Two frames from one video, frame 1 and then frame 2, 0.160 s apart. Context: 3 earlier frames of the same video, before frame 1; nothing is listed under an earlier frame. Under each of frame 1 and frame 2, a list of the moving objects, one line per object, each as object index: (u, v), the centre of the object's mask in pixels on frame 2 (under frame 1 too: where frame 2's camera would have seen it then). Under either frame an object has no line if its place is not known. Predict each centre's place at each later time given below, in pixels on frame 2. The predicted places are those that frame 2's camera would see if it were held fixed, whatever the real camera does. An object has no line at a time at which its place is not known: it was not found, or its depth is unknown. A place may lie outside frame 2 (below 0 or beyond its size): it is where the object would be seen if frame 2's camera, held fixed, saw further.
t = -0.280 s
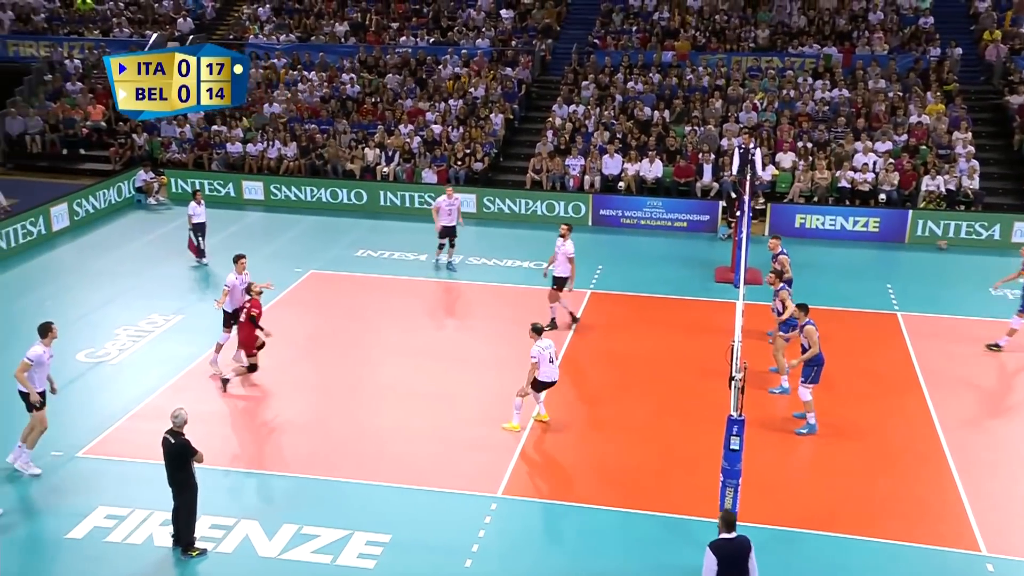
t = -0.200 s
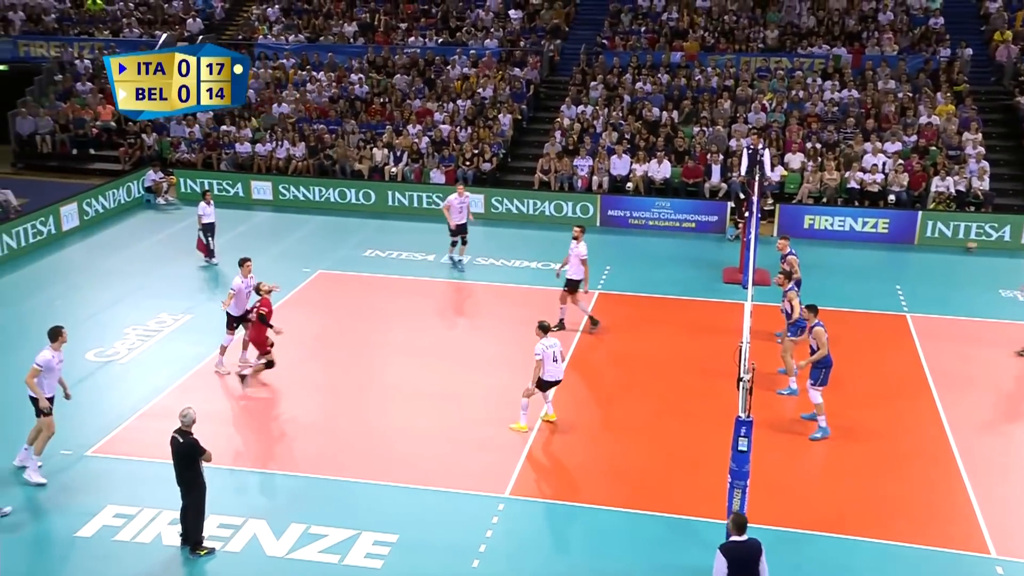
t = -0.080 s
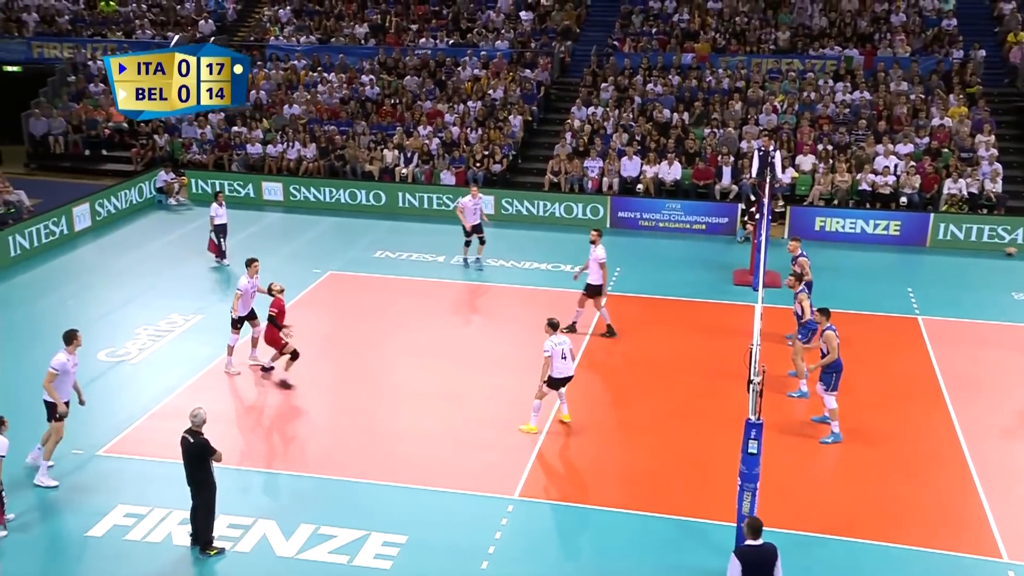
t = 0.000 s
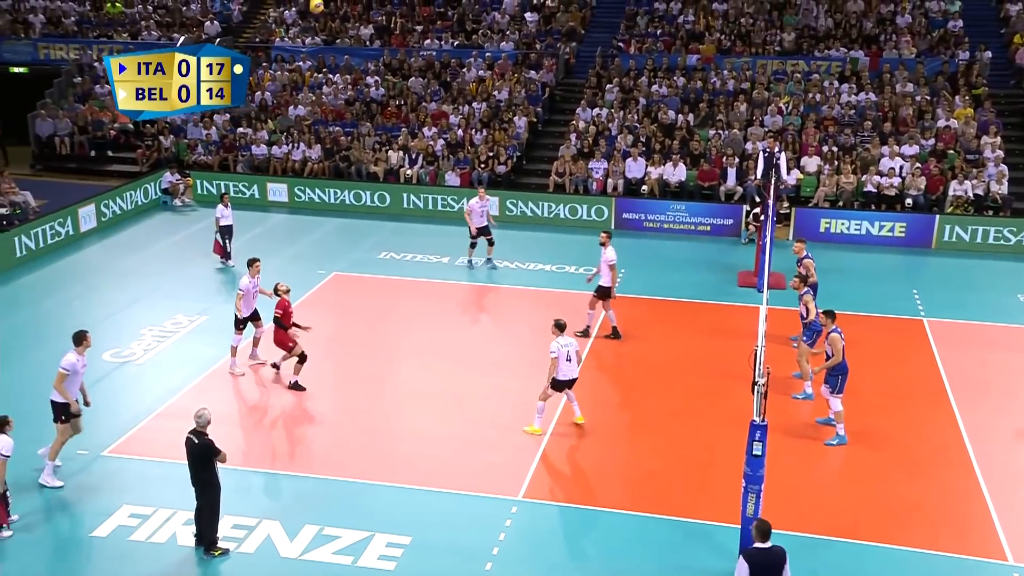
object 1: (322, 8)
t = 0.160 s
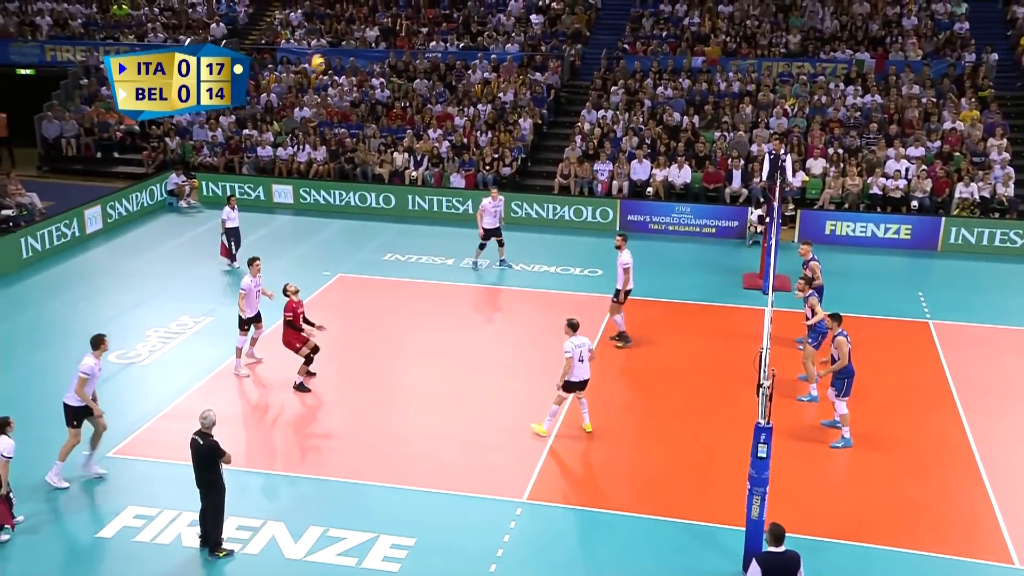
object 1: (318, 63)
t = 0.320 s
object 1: (316, 132)
